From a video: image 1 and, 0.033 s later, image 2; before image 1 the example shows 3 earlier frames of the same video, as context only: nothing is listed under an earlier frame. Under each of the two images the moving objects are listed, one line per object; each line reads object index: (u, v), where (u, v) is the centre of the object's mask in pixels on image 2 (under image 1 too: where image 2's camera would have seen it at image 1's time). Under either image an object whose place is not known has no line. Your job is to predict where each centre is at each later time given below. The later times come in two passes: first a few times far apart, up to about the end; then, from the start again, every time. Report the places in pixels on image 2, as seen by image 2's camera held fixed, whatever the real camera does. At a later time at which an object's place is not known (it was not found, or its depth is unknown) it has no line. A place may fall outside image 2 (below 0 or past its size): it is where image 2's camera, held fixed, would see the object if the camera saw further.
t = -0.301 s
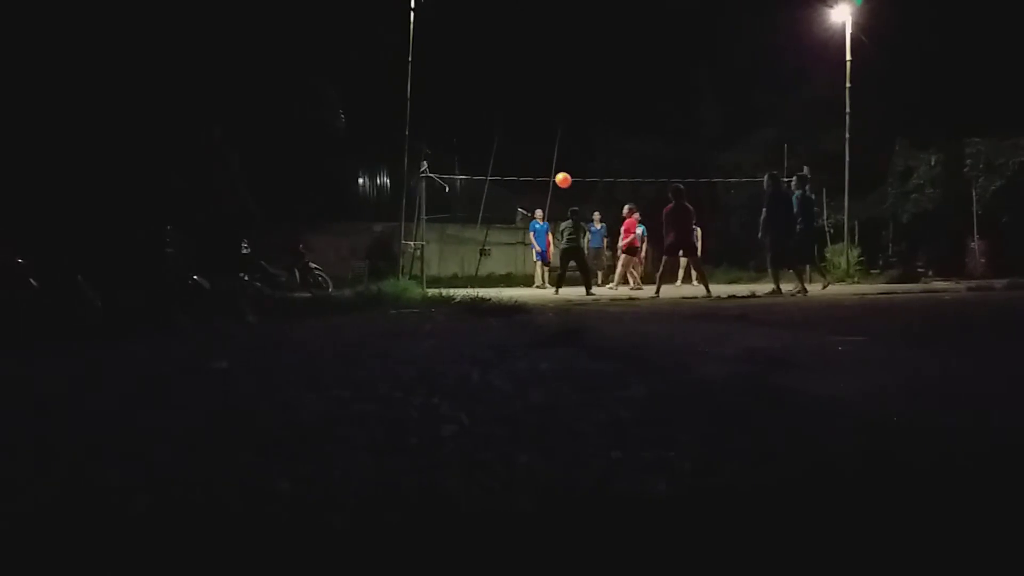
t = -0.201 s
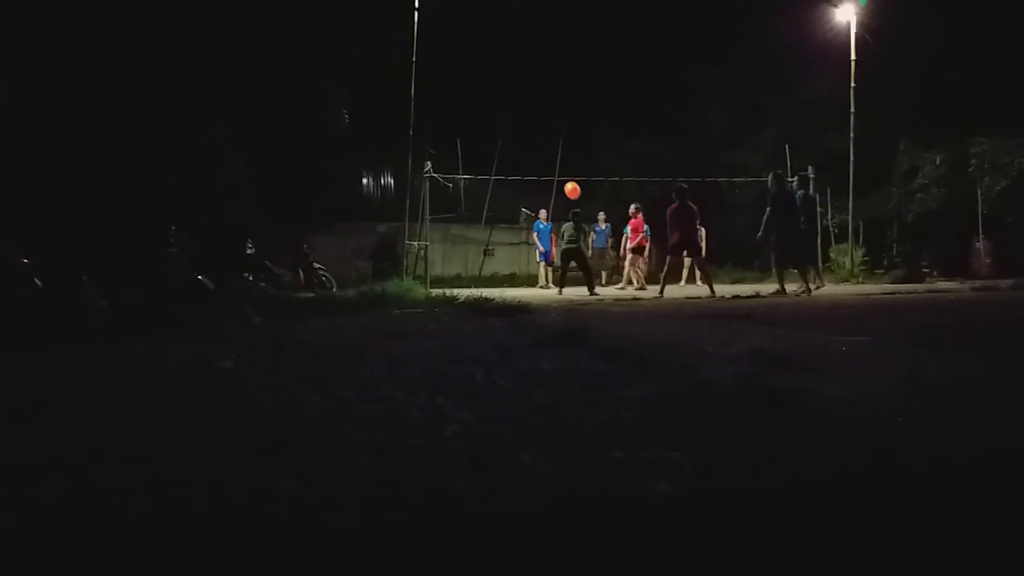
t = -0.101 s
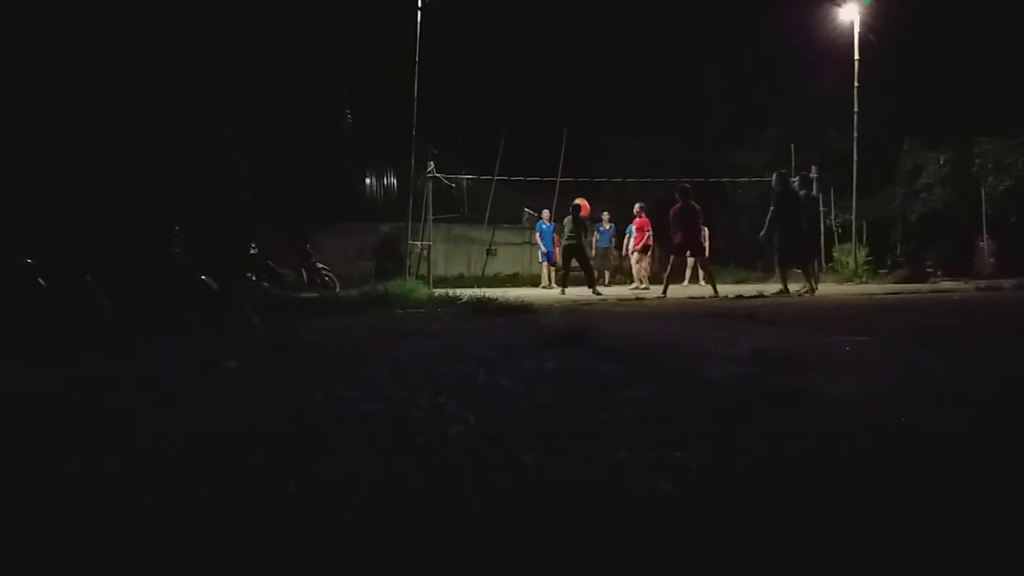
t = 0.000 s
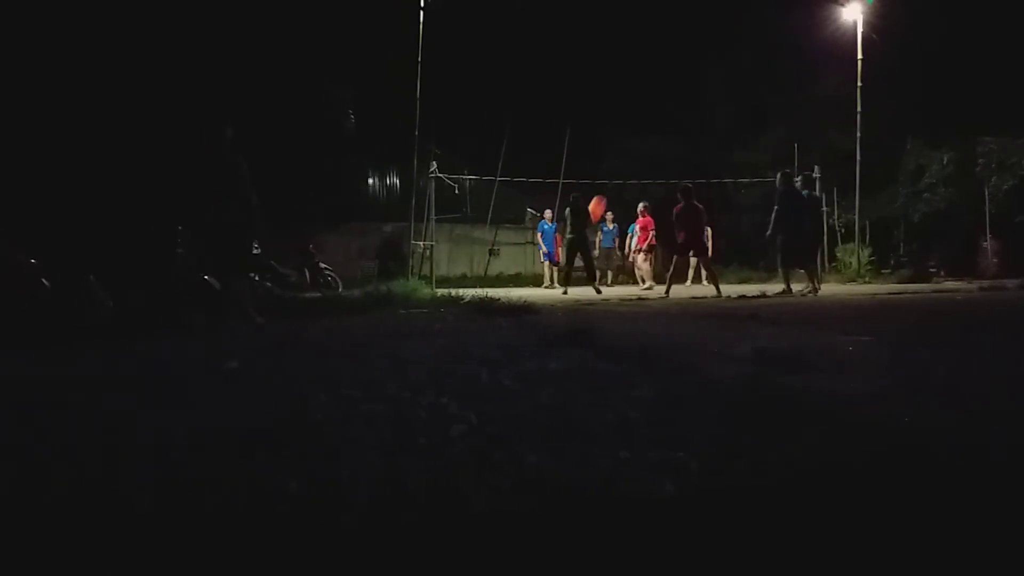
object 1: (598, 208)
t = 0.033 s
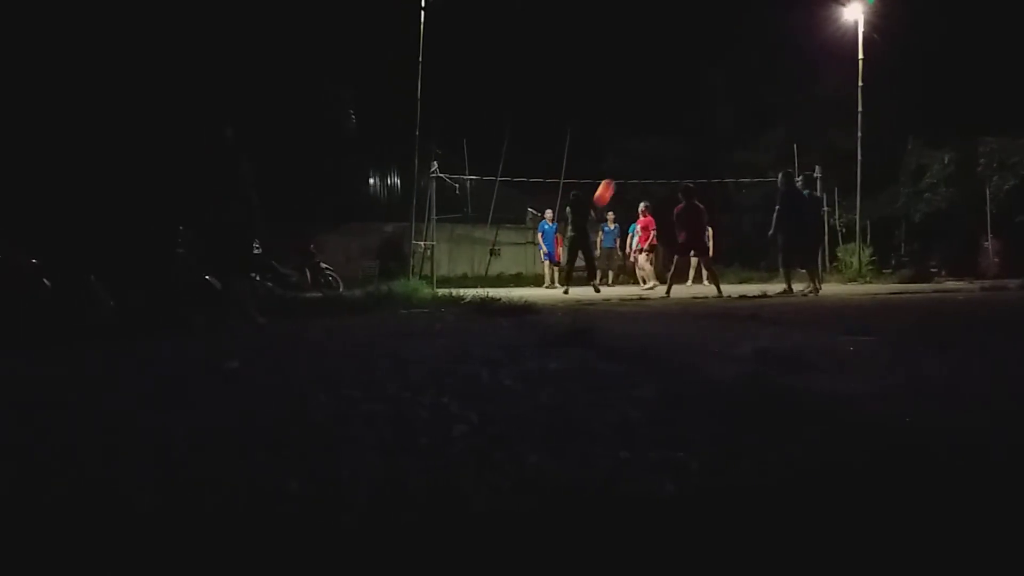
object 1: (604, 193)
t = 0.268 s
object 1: (658, 97)
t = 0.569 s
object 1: (724, 33)
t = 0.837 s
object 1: (781, 28)
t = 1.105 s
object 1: (833, 69)
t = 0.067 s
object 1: (612, 177)
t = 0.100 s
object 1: (619, 162)
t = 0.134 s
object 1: (627, 147)
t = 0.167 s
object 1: (635, 133)
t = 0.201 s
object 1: (643, 121)
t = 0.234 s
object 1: (651, 108)
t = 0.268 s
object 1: (658, 97)
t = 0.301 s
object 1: (666, 87)
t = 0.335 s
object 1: (673, 78)
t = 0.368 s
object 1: (680, 68)
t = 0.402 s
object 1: (688, 61)
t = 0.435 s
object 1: (695, 54)
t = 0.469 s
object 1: (702, 47)
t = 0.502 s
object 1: (710, 42)
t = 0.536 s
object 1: (717, 37)
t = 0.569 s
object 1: (724, 33)
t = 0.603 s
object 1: (732, 30)
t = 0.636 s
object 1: (738, 28)
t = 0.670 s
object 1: (745, 26)
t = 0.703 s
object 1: (753, 25)
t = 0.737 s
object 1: (760, 25)
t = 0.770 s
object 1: (768, 25)
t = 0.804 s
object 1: (775, 27)
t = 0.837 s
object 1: (781, 28)
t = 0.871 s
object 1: (788, 31)
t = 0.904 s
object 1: (795, 35)
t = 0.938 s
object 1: (802, 39)
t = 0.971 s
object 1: (808, 44)
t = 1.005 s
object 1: (815, 49)
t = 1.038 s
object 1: (821, 55)
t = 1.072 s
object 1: (827, 62)
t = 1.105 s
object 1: (833, 69)
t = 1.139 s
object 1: (840, 77)
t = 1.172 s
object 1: (846, 87)
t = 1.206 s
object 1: (852, 96)
